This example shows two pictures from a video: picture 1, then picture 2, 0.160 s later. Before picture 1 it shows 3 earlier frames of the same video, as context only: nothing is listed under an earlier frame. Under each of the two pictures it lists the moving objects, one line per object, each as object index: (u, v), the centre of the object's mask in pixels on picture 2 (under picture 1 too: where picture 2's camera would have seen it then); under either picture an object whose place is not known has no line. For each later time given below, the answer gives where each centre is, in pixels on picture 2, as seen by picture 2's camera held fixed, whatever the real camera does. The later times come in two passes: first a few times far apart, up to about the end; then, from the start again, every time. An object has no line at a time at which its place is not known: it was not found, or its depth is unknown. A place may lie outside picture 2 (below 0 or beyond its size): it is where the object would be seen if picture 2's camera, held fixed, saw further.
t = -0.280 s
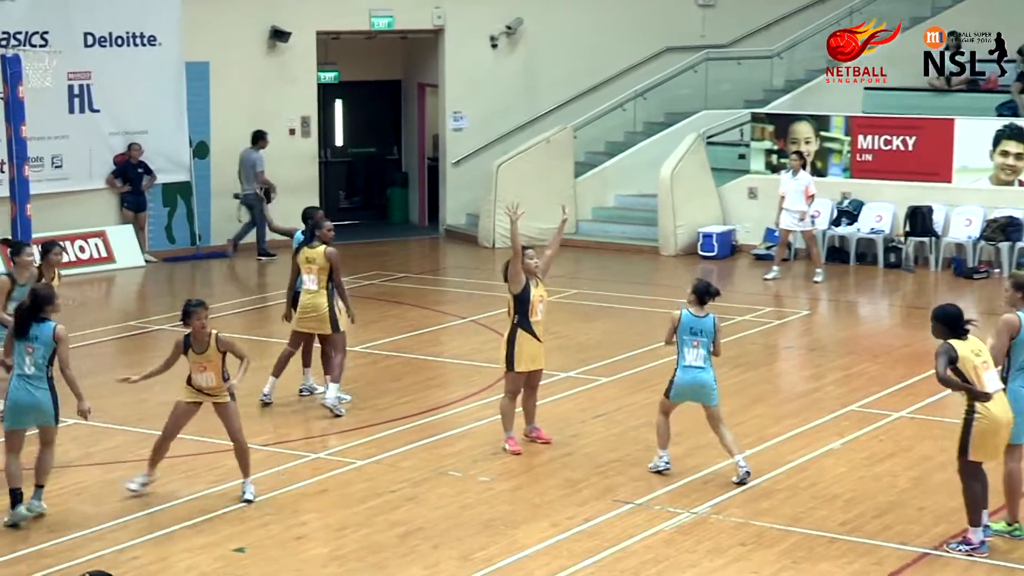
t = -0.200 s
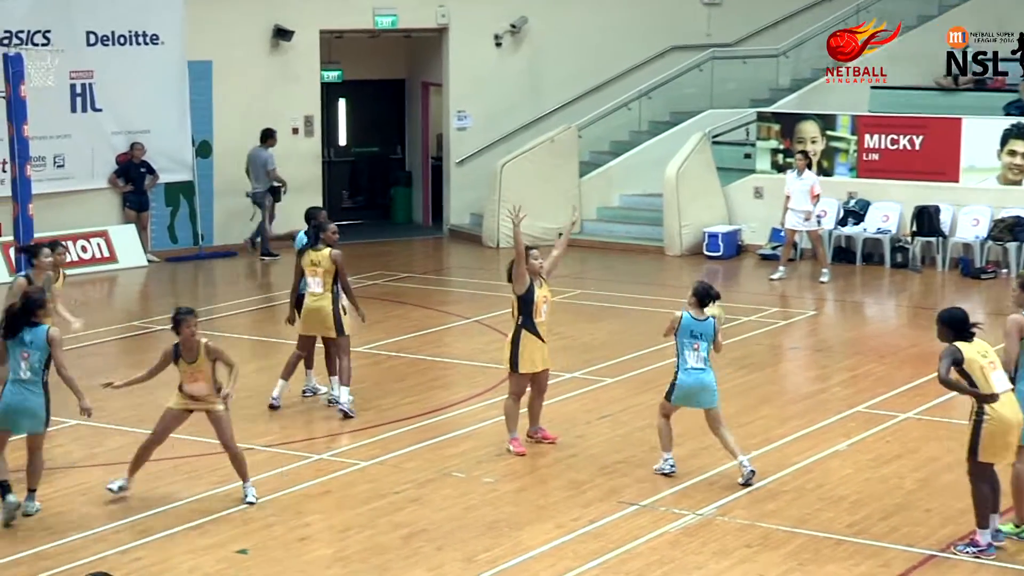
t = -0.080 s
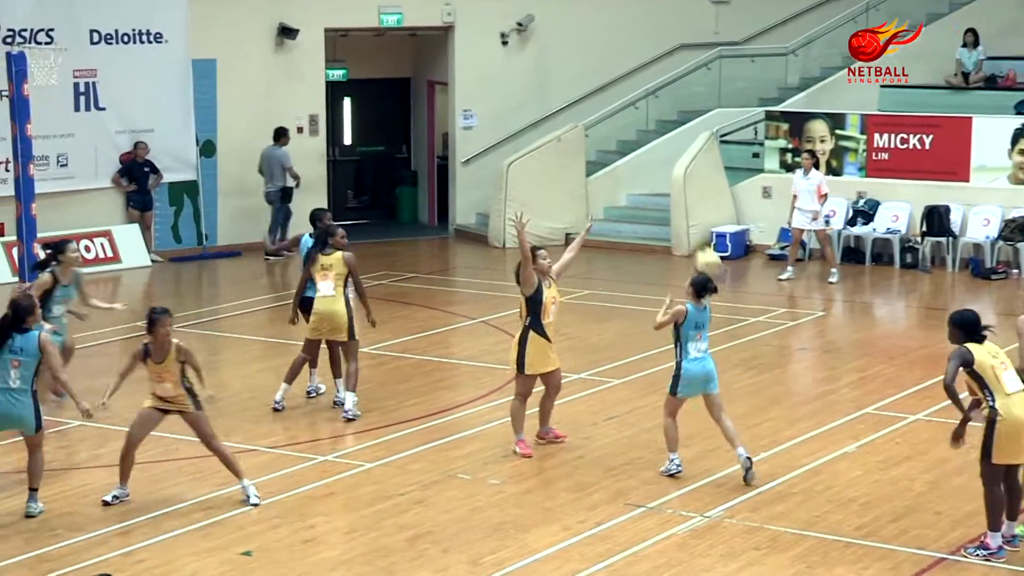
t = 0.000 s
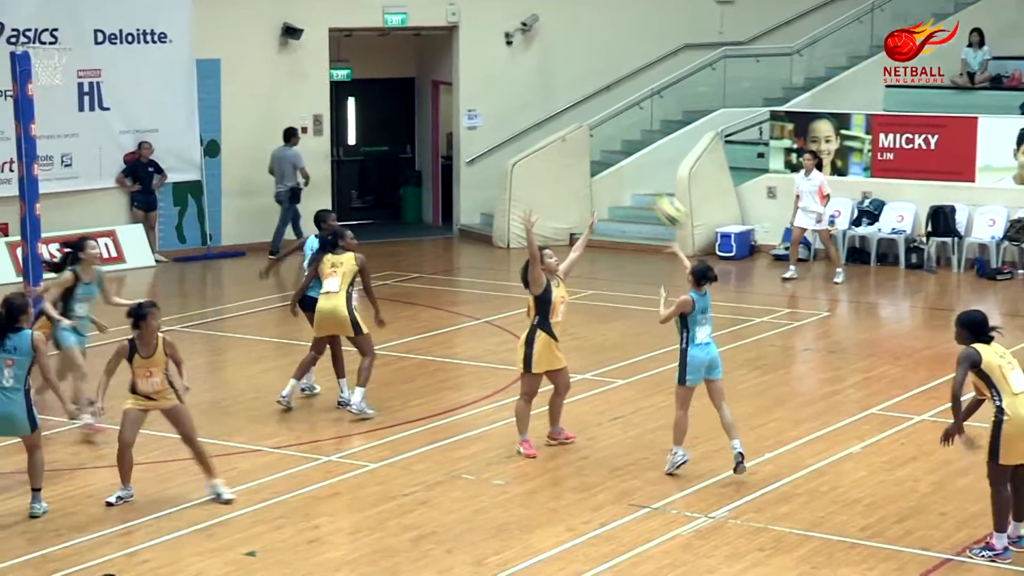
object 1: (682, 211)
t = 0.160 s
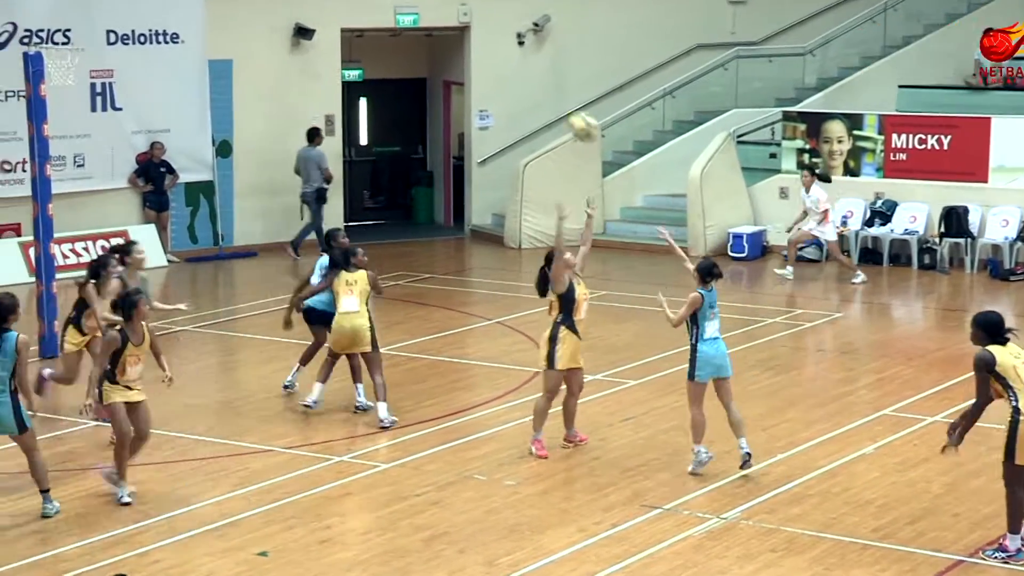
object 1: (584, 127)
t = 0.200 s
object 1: (560, 110)
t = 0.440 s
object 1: (435, 56)
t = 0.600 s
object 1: (358, 56)
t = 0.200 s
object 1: (560, 110)
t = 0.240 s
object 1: (538, 96)
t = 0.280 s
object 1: (515, 85)
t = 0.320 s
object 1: (495, 75)
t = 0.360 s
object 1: (474, 66)
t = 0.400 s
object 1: (454, 60)
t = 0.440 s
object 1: (435, 56)
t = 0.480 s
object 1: (415, 54)
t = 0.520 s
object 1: (395, 53)
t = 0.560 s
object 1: (376, 54)
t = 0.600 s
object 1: (358, 56)
